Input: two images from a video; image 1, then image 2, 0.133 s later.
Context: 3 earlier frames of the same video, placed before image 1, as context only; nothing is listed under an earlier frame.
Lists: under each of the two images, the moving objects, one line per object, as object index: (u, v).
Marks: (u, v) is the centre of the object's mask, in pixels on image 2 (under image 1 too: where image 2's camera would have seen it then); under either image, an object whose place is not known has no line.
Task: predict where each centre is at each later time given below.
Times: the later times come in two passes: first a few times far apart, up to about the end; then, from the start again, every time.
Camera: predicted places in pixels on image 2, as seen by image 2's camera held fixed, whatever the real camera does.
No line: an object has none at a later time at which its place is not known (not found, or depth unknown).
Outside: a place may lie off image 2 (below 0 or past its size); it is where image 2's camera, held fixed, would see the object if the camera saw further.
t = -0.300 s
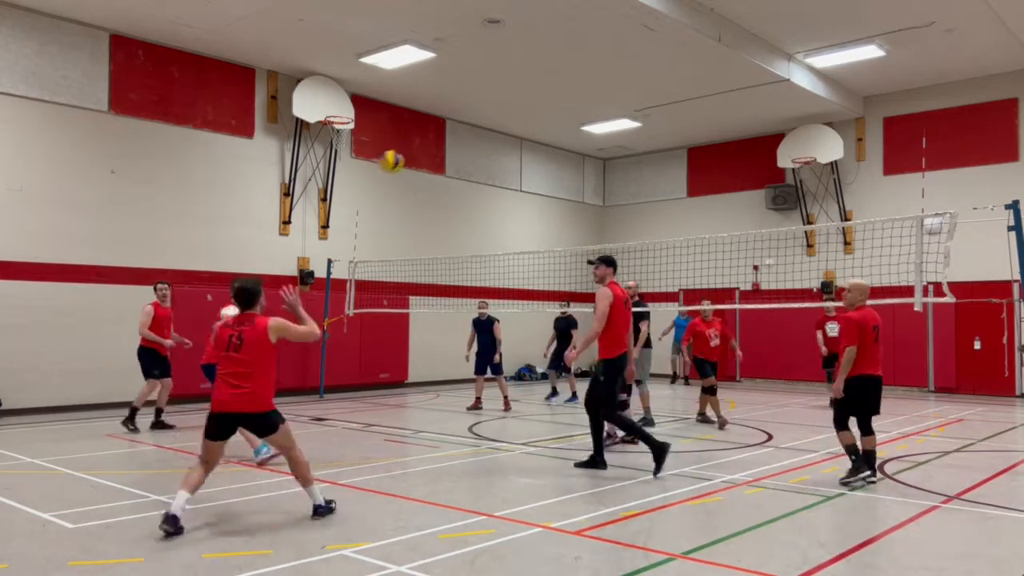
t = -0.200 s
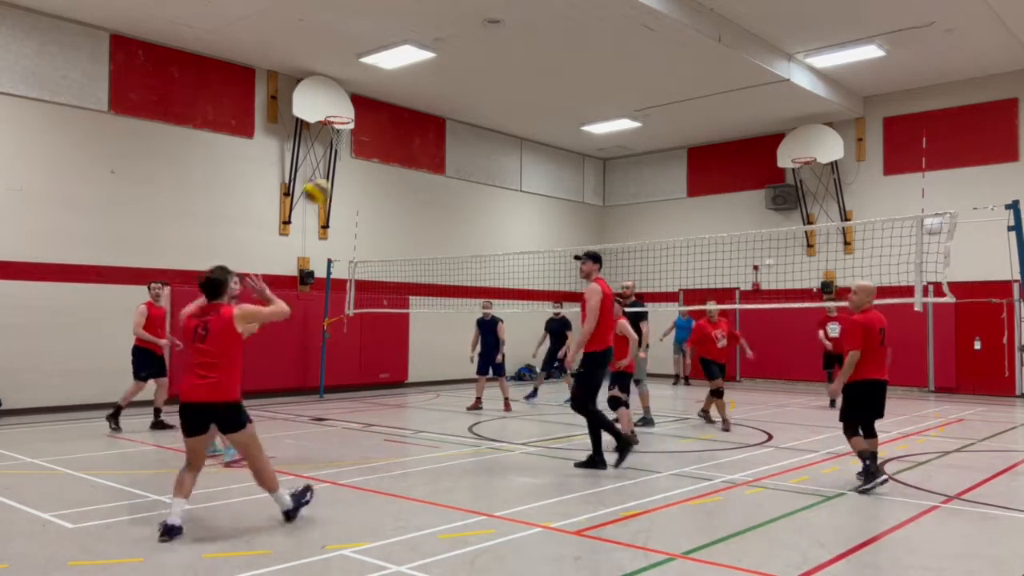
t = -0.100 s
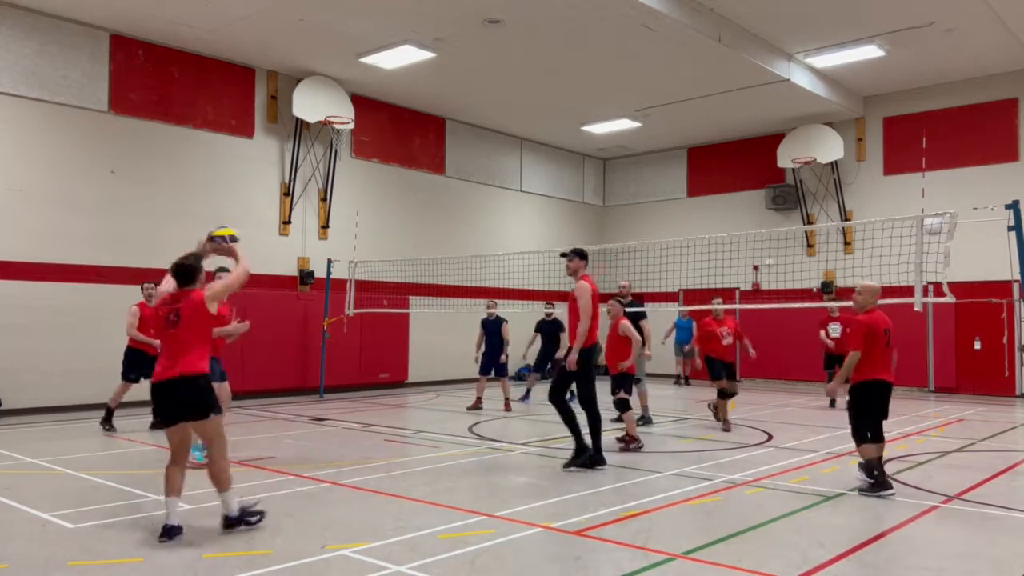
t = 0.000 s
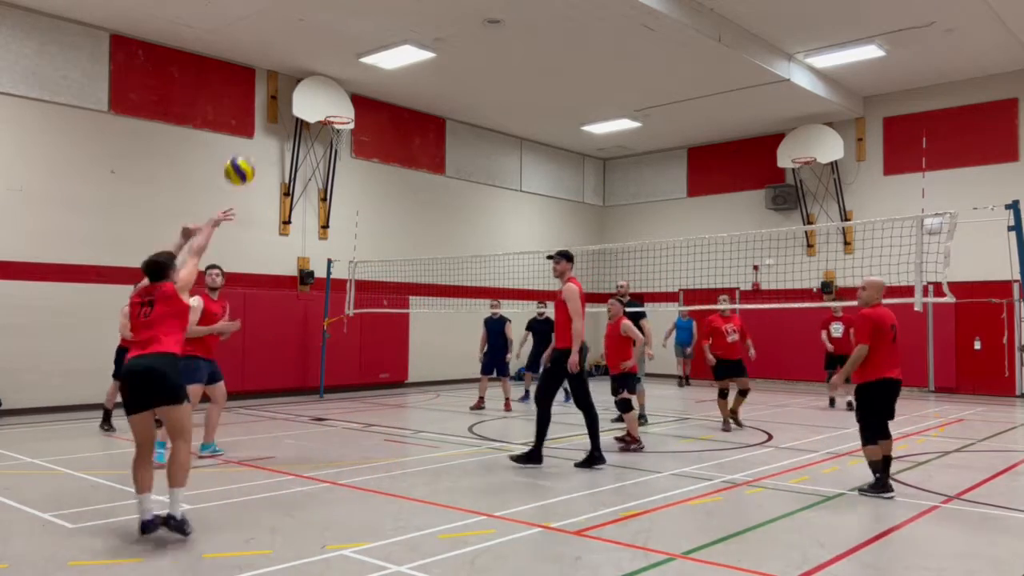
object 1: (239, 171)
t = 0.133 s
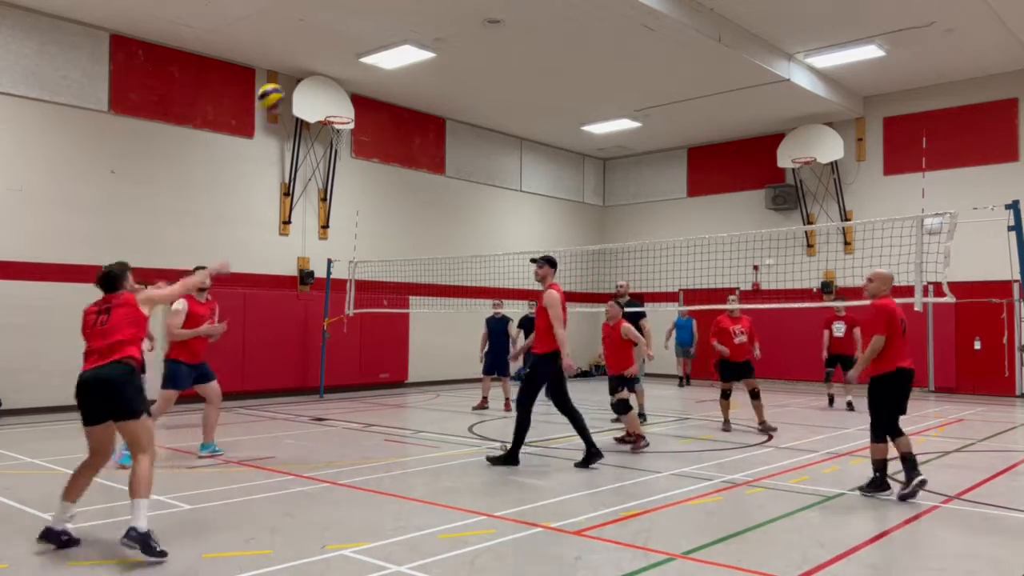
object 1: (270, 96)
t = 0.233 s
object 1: (293, 62)
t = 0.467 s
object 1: (334, 37)
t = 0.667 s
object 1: (365, 62)
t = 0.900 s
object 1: (395, 132)
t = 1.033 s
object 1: (408, 191)
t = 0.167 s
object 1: (278, 82)
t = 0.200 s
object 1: (285, 71)
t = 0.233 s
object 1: (293, 62)
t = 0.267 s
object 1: (300, 55)
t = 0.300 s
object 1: (306, 48)
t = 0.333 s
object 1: (312, 44)
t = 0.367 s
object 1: (318, 40)
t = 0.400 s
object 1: (324, 38)
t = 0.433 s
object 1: (329, 37)
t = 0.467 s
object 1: (334, 37)
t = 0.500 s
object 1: (340, 38)
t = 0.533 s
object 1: (345, 40)
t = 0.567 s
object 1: (351, 44)
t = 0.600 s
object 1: (355, 49)
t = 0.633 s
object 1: (359, 55)
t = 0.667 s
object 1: (365, 62)
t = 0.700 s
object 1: (369, 70)
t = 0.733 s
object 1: (373, 78)
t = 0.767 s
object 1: (378, 86)
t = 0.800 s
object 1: (383, 97)
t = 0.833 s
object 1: (387, 108)
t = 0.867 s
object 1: (391, 120)
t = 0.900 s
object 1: (395, 132)
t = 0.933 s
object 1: (398, 146)
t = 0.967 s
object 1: (402, 160)
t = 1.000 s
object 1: (405, 175)
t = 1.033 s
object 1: (408, 191)
